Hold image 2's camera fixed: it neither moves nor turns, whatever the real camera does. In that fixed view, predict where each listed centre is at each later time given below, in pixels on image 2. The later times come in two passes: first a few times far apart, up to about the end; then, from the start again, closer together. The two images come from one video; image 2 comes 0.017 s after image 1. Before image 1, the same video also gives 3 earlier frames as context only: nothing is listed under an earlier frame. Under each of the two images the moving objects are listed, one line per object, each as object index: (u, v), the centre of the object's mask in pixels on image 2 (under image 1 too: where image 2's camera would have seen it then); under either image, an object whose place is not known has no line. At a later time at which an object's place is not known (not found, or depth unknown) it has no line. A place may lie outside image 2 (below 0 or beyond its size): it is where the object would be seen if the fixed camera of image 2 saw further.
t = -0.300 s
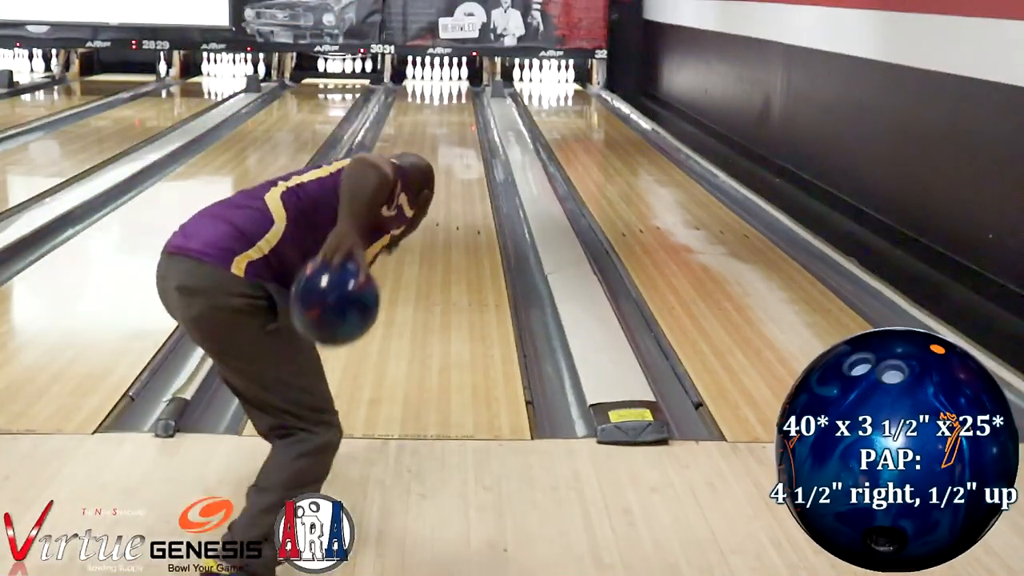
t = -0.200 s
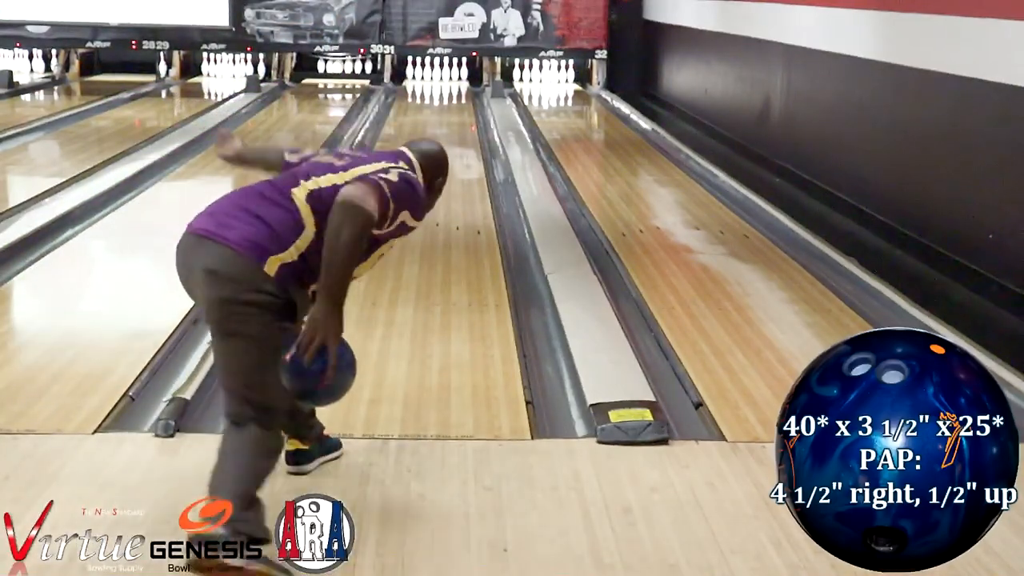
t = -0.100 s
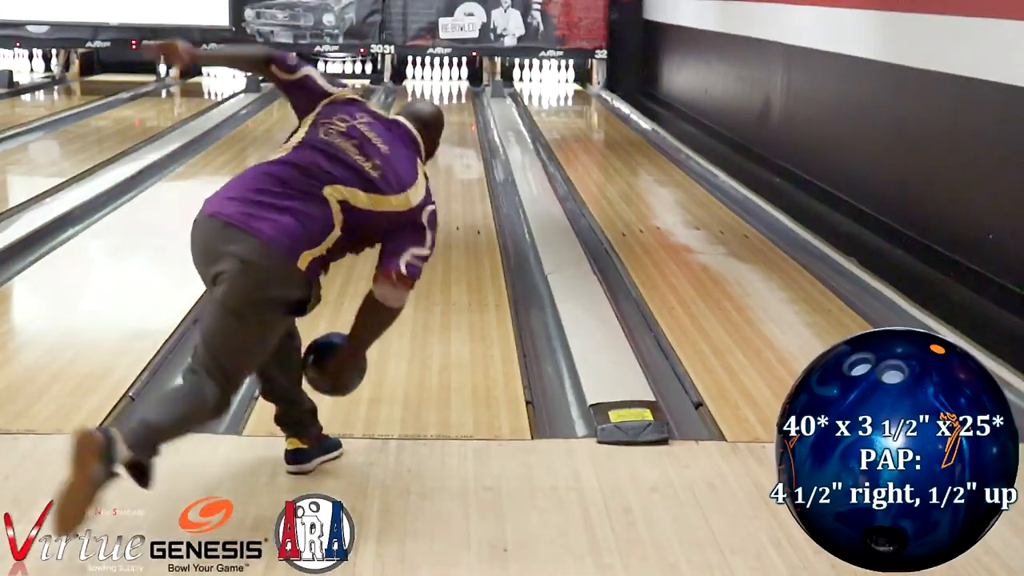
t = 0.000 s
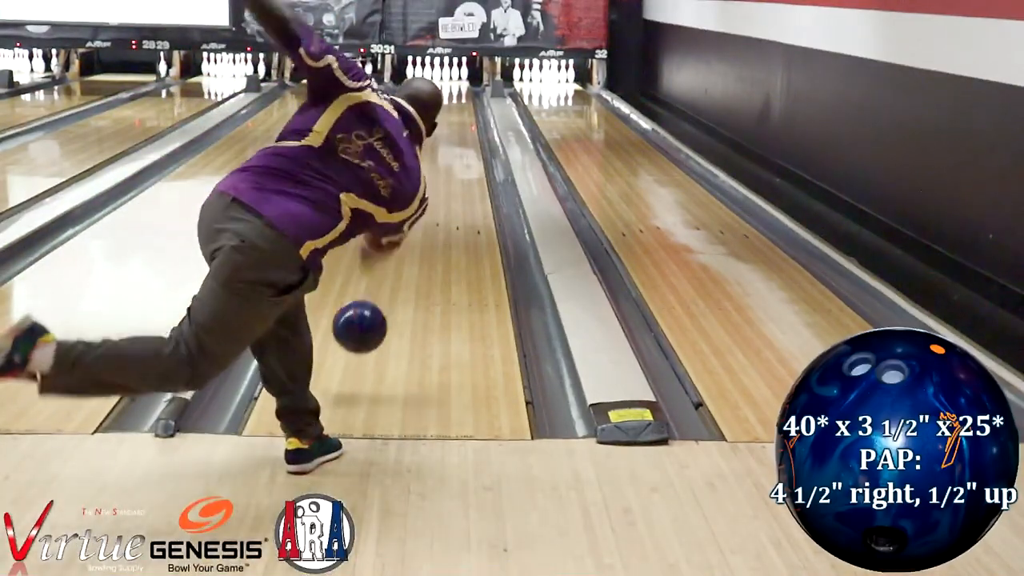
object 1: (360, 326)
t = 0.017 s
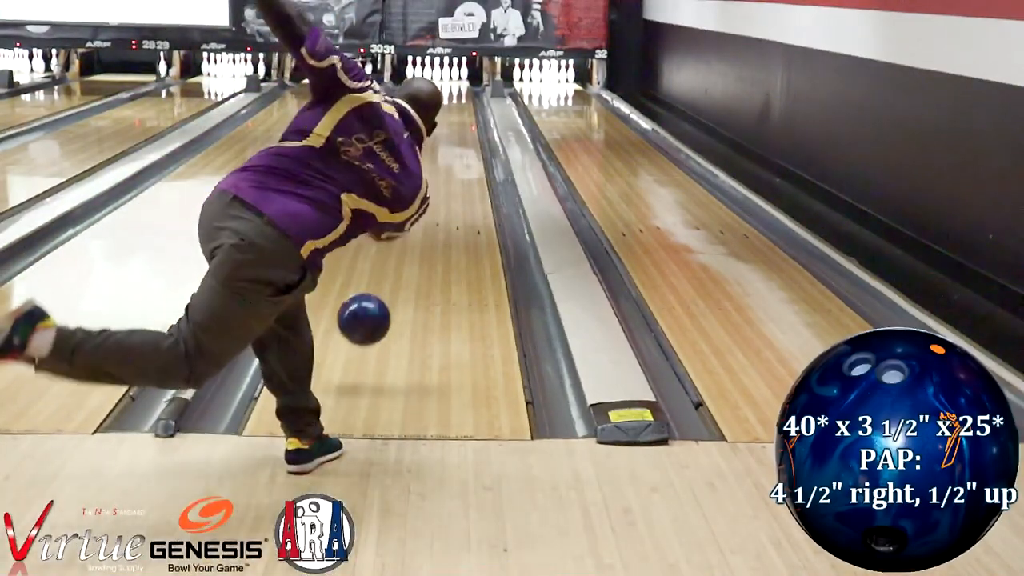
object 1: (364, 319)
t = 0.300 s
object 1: (409, 256)
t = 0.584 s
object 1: (438, 200)
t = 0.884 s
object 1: (449, 158)
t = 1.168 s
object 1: (457, 132)
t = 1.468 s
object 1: (460, 111)
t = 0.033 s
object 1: (367, 312)
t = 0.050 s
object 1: (371, 306)
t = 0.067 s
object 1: (375, 301)
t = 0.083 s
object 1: (378, 297)
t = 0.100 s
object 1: (381, 293)
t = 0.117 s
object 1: (384, 290)
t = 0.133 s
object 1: (387, 288)
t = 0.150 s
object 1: (390, 287)
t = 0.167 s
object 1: (393, 286)
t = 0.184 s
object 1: (395, 286)
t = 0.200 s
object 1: (398, 286)
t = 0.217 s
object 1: (400, 282)
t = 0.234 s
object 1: (403, 275)
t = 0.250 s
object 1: (405, 270)
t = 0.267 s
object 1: (407, 266)
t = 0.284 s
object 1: (407, 259)
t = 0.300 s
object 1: (409, 256)
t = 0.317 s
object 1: (414, 251)
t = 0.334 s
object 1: (414, 249)
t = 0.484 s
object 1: (438, 218)
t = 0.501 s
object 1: (438, 215)
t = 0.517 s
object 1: (437, 212)
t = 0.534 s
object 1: (436, 209)
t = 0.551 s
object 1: (437, 206)
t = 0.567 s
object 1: (438, 203)
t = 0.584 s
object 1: (438, 200)
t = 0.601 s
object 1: (439, 197)
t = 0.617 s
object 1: (439, 194)
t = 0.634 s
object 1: (440, 192)
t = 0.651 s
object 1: (441, 189)
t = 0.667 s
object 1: (441, 186)
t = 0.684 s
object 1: (442, 184)
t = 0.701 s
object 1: (442, 181)
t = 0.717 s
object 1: (443, 178)
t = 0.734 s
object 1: (444, 176)
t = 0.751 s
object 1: (444, 174)
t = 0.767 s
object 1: (445, 172)
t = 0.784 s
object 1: (446, 169)
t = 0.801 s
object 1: (446, 167)
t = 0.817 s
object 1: (447, 165)
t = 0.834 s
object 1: (447, 163)
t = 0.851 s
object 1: (448, 161)
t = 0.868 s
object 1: (448, 160)
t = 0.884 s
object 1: (449, 158)
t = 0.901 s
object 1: (449, 156)
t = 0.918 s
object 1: (450, 154)
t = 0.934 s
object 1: (451, 152)
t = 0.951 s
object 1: (451, 151)
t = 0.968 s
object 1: (452, 149)
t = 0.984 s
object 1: (452, 147)
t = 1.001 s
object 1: (453, 146)
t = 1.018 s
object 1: (453, 144)
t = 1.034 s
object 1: (454, 143)
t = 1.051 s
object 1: (454, 141)
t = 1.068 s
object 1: (454, 140)
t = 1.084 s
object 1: (455, 138)
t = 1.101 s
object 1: (455, 137)
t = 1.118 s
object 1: (456, 136)
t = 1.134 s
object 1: (456, 134)
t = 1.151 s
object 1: (456, 133)
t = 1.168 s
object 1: (457, 132)
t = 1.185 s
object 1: (457, 130)
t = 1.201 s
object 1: (457, 129)
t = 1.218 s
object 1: (457, 128)
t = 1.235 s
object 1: (457, 127)
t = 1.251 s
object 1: (458, 126)
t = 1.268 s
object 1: (458, 124)
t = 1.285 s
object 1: (458, 123)
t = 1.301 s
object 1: (458, 122)
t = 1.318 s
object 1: (459, 121)
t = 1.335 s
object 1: (459, 120)
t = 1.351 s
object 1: (459, 118)
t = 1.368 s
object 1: (459, 117)
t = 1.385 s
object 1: (459, 116)
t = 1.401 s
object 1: (460, 115)
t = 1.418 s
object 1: (460, 114)
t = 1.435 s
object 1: (460, 113)
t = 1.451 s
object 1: (460, 112)
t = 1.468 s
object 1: (460, 111)
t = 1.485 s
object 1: (461, 109)
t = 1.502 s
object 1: (460, 109)
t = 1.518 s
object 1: (460, 108)
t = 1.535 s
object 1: (460, 108)
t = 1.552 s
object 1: (460, 106)
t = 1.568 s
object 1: (460, 105)
